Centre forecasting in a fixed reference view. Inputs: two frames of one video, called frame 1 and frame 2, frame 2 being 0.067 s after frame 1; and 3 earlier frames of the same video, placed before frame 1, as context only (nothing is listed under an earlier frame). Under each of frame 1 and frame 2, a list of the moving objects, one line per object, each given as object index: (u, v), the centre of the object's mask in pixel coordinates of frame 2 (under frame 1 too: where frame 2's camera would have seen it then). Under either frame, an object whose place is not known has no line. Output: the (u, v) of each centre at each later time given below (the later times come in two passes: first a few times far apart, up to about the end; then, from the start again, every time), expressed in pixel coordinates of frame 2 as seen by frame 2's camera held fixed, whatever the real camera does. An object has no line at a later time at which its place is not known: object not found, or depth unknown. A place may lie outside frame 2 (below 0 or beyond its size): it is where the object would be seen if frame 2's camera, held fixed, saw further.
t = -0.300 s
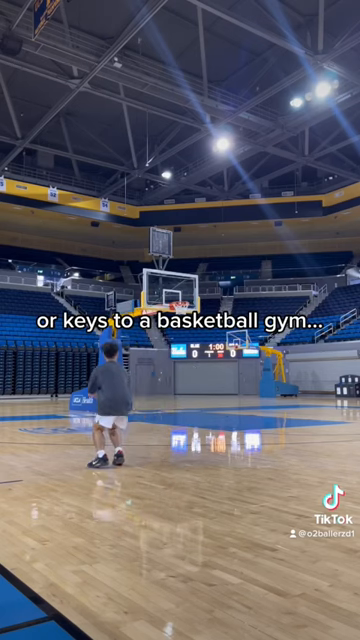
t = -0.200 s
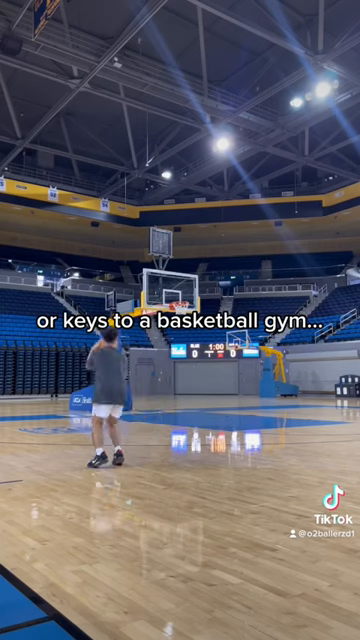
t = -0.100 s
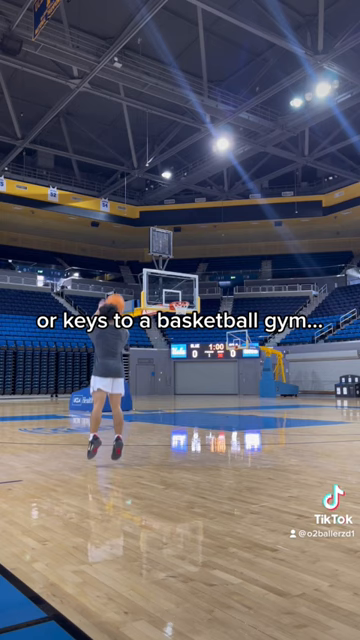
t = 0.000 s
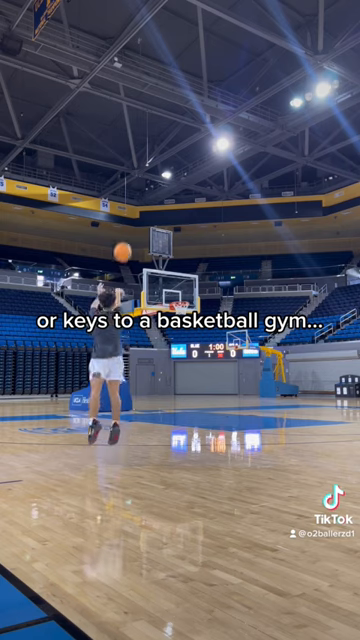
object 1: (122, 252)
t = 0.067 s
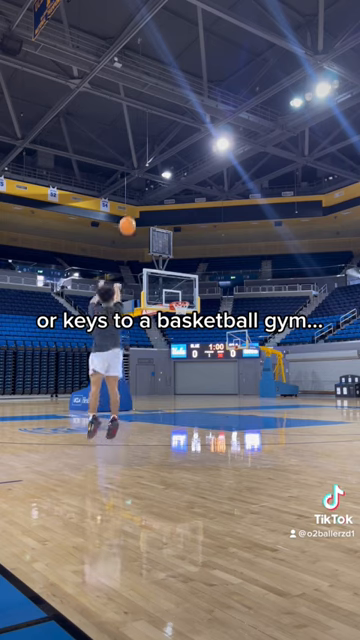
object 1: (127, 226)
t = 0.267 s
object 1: (139, 176)
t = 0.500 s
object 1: (149, 158)
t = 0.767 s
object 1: (158, 171)
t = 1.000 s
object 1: (165, 203)
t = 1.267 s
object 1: (172, 256)
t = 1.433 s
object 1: (175, 291)
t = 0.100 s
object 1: (129, 214)
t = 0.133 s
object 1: (131, 205)
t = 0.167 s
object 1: (133, 196)
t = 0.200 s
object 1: (135, 188)
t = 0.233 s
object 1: (137, 182)
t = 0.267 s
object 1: (139, 176)
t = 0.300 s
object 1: (140, 171)
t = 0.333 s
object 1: (142, 167)
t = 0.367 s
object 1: (143, 164)
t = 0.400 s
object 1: (145, 162)
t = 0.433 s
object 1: (146, 160)
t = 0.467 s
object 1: (147, 159)
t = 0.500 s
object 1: (149, 158)
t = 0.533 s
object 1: (150, 159)
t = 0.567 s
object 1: (151, 159)
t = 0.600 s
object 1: (153, 160)
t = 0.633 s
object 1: (154, 161)
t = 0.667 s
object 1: (155, 163)
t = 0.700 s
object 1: (156, 165)
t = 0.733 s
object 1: (158, 168)
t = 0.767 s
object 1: (158, 171)
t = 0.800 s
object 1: (159, 175)
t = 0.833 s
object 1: (160, 178)
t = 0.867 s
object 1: (161, 183)
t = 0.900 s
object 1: (162, 187)
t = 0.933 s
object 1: (163, 192)
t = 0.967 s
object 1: (164, 197)
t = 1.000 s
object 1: (165, 203)
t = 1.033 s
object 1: (166, 208)
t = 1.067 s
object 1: (167, 215)
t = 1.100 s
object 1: (168, 221)
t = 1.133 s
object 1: (169, 227)
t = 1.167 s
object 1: (169, 235)
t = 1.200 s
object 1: (170, 241)
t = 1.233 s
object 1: (171, 249)
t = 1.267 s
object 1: (172, 256)
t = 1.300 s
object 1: (172, 264)
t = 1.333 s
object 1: (172, 271)
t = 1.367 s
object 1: (173, 280)
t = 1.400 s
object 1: (174, 287)
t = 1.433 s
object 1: (175, 291)
